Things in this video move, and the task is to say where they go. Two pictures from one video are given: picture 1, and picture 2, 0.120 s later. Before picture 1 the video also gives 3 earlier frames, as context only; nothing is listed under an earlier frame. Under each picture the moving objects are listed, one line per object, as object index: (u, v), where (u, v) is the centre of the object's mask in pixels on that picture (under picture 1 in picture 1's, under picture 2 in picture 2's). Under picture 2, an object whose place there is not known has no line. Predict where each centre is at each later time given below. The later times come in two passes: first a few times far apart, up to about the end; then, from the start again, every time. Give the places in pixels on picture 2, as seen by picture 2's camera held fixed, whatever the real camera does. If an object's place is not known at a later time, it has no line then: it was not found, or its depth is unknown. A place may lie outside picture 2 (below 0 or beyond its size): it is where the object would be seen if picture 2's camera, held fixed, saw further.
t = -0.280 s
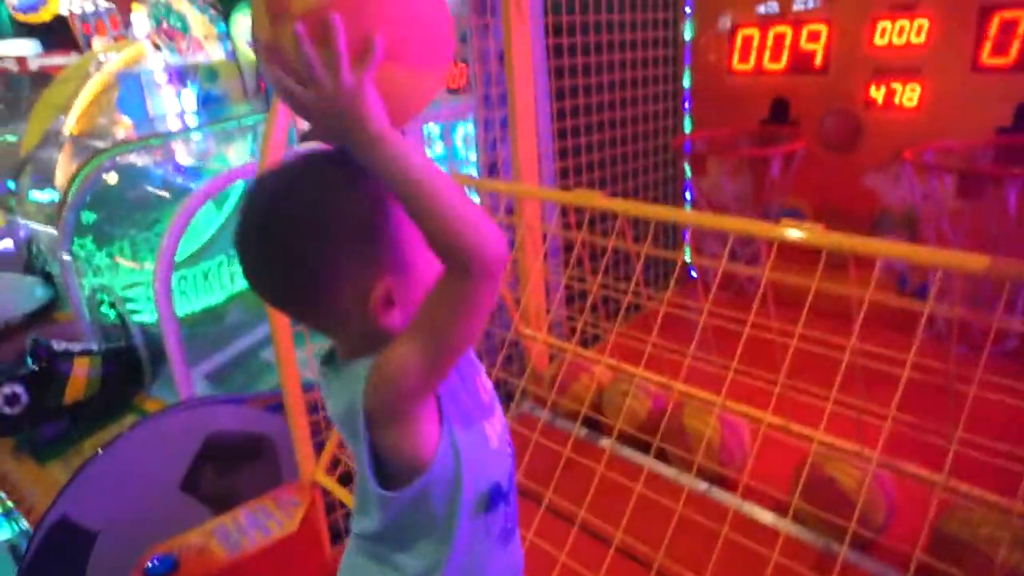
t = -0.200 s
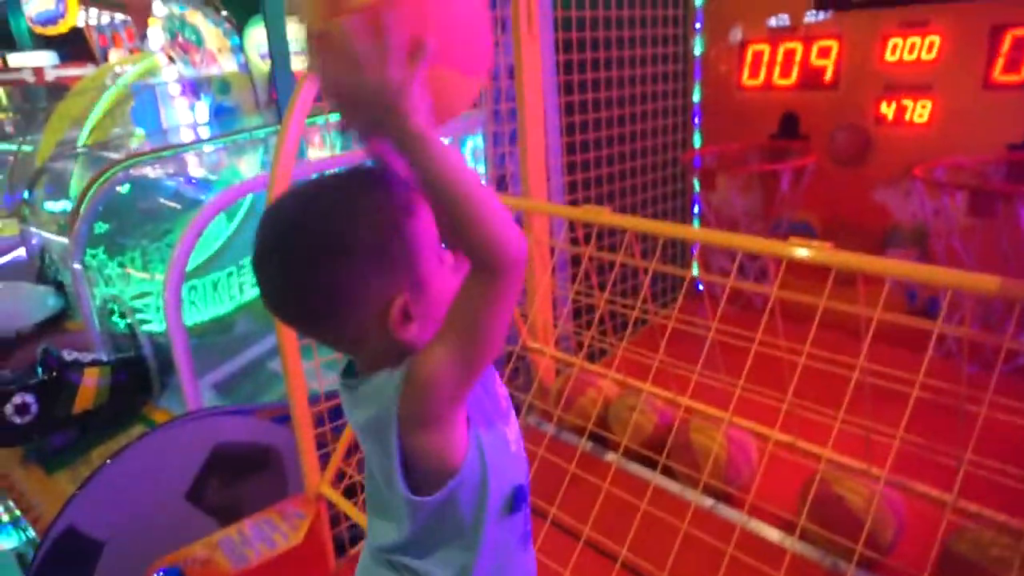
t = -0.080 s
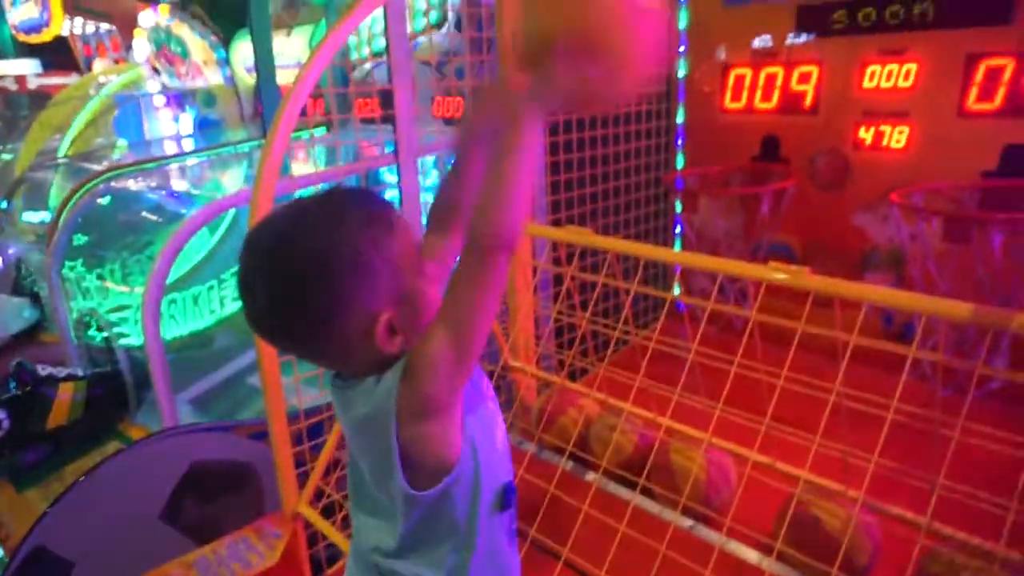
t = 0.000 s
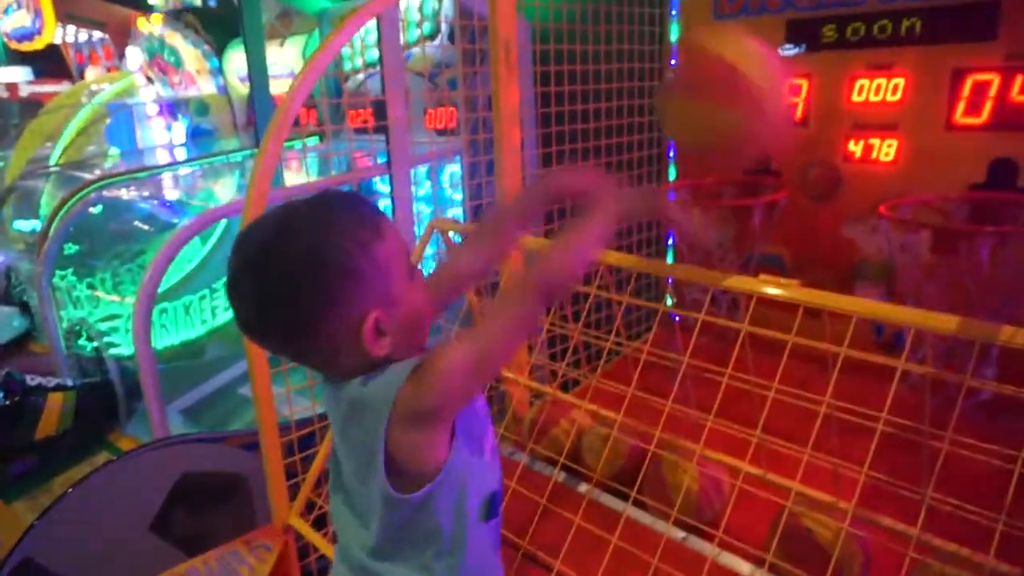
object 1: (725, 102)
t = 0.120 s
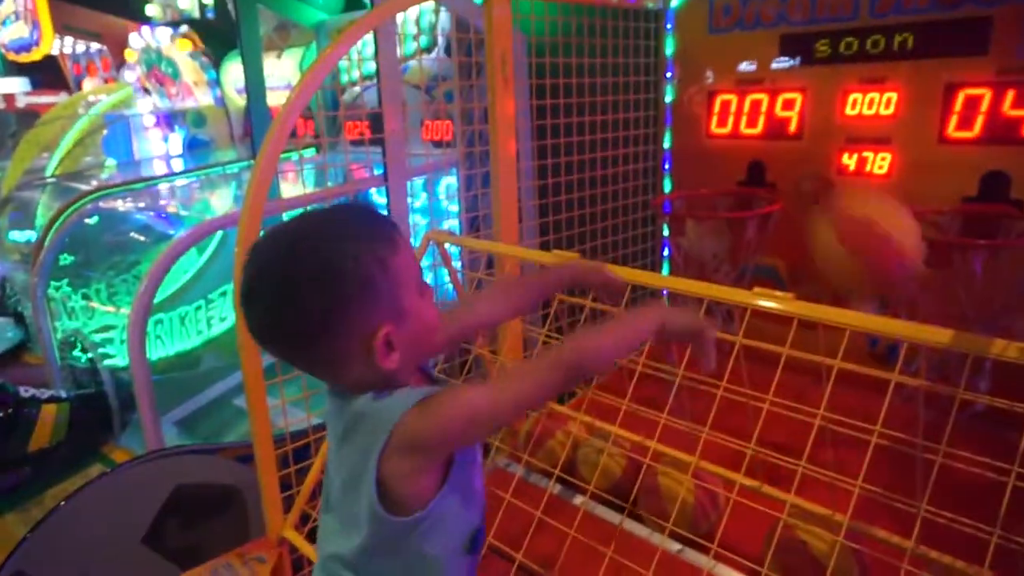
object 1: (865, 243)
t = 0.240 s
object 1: (900, 388)
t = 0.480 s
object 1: (847, 367)
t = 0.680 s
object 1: (834, 320)
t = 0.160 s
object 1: (897, 279)
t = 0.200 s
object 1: (905, 340)
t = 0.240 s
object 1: (900, 388)
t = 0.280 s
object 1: (888, 436)
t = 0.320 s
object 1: (886, 425)
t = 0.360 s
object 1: (882, 400)
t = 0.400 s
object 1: (879, 382)
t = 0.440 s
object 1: (866, 371)
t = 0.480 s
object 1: (847, 367)
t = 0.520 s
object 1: (836, 366)
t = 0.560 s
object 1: (821, 367)
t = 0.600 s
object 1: (818, 358)
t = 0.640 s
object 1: (827, 334)
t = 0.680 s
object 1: (834, 320)
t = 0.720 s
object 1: (835, 319)
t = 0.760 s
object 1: (832, 322)
